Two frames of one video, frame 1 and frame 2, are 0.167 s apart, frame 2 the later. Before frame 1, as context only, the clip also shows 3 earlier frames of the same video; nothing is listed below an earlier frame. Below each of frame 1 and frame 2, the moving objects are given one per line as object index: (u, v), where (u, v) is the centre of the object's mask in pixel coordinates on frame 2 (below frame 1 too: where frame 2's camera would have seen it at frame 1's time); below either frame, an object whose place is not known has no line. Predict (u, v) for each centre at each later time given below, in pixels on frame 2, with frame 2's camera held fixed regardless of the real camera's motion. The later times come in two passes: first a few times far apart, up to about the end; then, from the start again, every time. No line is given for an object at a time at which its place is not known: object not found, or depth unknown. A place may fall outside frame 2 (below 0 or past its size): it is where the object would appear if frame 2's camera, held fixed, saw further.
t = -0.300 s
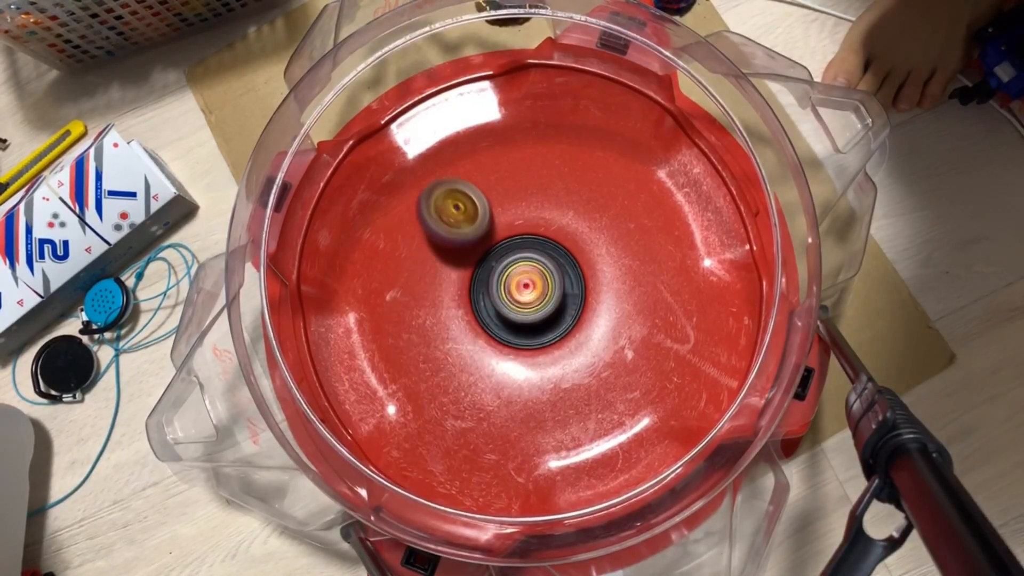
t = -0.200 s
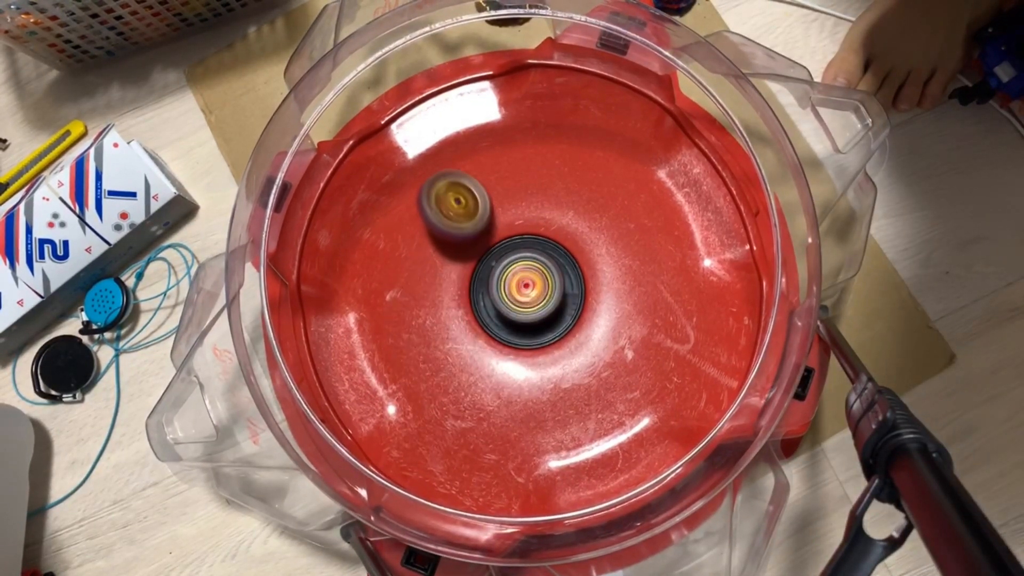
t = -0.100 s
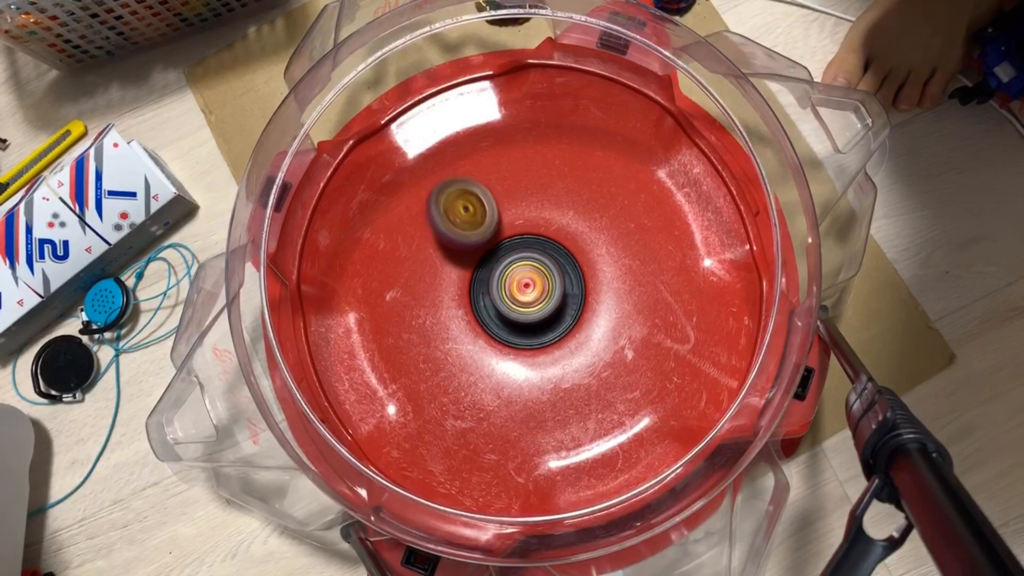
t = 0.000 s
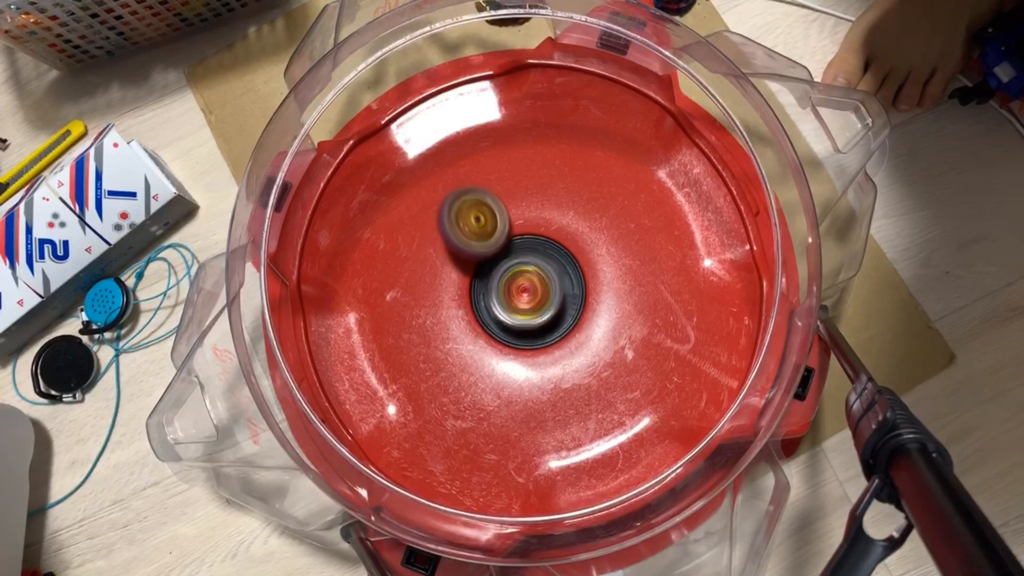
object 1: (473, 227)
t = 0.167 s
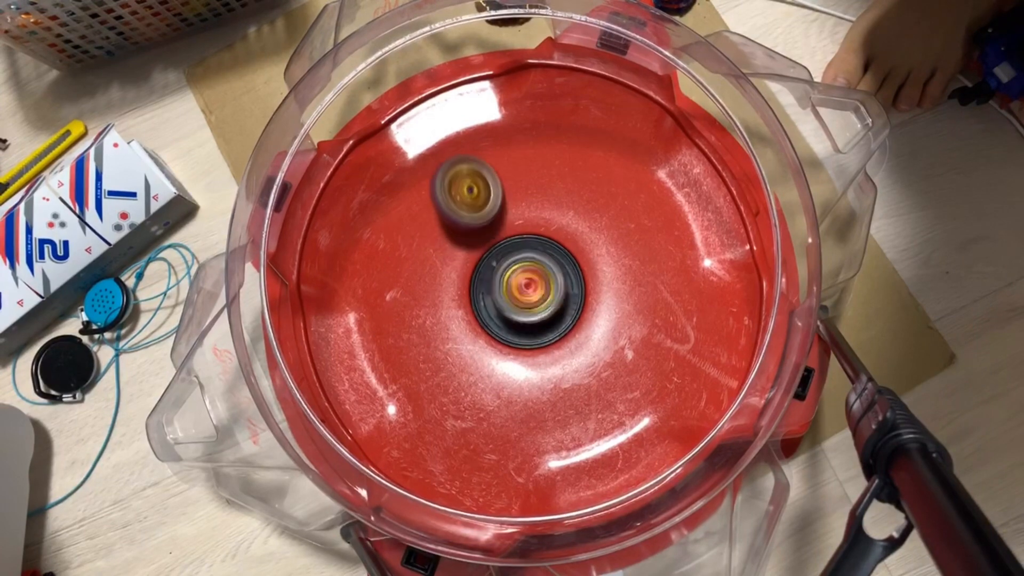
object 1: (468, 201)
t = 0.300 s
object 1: (477, 191)
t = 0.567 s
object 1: (526, 203)
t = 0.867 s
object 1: (576, 124)
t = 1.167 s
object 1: (568, 219)
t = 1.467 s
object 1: (664, 240)
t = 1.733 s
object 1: (667, 260)
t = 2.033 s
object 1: (605, 324)
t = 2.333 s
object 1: (684, 404)
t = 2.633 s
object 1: (653, 349)
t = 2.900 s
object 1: (586, 433)
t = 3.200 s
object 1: (555, 489)
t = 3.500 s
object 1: (550, 471)
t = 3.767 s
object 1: (578, 370)
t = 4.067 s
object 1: (631, 421)
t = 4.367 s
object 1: (595, 332)
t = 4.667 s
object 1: (583, 345)
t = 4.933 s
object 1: (633, 415)
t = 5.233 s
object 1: (574, 357)
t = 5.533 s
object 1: (574, 433)
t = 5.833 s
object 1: (489, 372)
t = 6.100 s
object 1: (441, 351)
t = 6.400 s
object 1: (453, 262)
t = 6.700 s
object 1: (537, 223)
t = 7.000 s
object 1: (638, 187)
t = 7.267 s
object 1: (592, 233)
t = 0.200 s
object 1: (469, 197)
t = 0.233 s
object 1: (471, 194)
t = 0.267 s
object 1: (473, 192)
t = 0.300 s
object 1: (477, 191)
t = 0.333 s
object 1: (481, 192)
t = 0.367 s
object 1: (486, 193)
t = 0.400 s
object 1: (491, 195)
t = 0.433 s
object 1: (497, 197)
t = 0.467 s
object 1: (503, 200)
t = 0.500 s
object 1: (510, 203)
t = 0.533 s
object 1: (517, 208)
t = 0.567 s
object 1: (526, 203)
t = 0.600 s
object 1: (535, 191)
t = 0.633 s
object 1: (543, 178)
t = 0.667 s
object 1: (551, 166)
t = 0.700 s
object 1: (558, 156)
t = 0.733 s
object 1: (564, 146)
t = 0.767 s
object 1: (569, 139)
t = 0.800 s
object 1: (573, 126)
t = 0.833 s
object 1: (576, 123)
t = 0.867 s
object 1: (576, 124)
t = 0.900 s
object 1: (577, 127)
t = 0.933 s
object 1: (576, 133)
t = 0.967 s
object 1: (575, 141)
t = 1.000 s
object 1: (573, 151)
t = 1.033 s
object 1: (571, 164)
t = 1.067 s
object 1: (569, 178)
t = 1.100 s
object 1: (568, 192)
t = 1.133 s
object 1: (567, 207)
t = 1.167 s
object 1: (568, 219)
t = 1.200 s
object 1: (578, 221)
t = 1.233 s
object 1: (589, 224)
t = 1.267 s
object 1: (601, 227)
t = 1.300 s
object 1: (613, 230)
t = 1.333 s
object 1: (626, 231)
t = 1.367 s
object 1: (636, 233)
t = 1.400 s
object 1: (647, 236)
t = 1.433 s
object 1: (656, 238)
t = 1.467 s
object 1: (664, 240)
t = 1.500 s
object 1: (670, 242)
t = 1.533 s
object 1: (675, 244)
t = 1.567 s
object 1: (678, 246)
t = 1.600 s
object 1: (679, 248)
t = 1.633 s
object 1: (679, 250)
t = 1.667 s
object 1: (677, 253)
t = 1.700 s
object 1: (673, 256)
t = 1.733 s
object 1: (667, 260)
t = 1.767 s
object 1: (661, 265)
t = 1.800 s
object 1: (654, 269)
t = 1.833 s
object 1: (645, 275)
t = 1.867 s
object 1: (638, 281)
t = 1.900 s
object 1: (629, 288)
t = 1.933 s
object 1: (621, 295)
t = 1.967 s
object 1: (613, 303)
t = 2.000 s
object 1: (606, 312)
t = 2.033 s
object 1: (605, 324)
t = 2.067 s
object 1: (614, 340)
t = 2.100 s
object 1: (624, 355)
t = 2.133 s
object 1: (635, 368)
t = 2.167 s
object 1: (645, 380)
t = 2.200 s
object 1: (656, 390)
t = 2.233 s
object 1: (666, 399)
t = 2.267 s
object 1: (673, 404)
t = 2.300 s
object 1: (680, 405)
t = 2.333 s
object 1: (684, 404)
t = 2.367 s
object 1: (687, 402)
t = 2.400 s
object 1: (689, 398)
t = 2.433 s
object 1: (689, 393)
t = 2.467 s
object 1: (689, 387)
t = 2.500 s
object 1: (687, 378)
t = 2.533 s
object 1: (682, 369)
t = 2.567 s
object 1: (675, 362)
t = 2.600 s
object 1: (665, 355)
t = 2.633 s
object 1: (653, 349)
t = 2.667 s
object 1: (638, 343)
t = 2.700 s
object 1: (620, 338)
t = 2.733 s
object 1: (599, 337)
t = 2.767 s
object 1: (589, 353)
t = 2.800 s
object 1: (585, 377)
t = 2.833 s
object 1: (583, 396)
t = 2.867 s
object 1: (584, 415)
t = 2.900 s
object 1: (586, 433)
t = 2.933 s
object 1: (589, 450)
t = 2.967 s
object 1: (586, 464)
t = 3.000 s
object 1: (581, 482)
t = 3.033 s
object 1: (572, 503)
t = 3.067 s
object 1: (559, 510)
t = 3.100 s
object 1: (551, 507)
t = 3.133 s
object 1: (547, 501)
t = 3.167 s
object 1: (549, 495)
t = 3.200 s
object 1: (555, 489)
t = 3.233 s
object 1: (560, 485)
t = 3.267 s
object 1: (563, 481)
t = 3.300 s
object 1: (562, 476)
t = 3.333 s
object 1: (556, 474)
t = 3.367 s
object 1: (549, 473)
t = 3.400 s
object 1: (544, 472)
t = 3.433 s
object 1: (543, 473)
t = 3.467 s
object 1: (544, 472)
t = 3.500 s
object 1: (550, 471)
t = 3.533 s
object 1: (553, 469)
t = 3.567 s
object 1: (554, 462)
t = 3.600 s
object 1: (555, 446)
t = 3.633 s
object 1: (560, 426)
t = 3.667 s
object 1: (564, 401)
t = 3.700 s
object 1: (569, 373)
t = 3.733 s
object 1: (568, 353)
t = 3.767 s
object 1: (578, 370)
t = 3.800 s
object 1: (587, 388)
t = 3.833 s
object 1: (595, 404)
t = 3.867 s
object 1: (602, 415)
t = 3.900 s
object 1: (607, 419)
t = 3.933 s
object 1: (612, 422)
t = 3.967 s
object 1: (617, 423)
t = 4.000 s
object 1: (623, 423)
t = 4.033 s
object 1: (627, 422)
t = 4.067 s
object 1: (631, 421)
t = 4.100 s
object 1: (636, 418)
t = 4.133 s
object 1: (640, 418)
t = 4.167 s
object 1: (641, 413)
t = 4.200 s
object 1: (639, 404)
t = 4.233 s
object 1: (635, 390)
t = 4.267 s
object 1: (630, 374)
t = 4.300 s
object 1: (620, 357)
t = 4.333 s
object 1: (605, 339)
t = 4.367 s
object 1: (595, 332)
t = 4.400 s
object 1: (602, 339)
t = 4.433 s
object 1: (604, 344)
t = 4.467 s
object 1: (605, 347)
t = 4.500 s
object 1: (605, 348)
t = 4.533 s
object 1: (603, 348)
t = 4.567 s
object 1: (601, 347)
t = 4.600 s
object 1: (596, 347)
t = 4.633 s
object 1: (590, 345)
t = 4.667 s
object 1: (583, 345)
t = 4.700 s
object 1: (584, 358)
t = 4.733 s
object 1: (592, 378)
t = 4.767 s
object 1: (600, 390)
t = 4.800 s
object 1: (608, 399)
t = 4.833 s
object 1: (616, 407)
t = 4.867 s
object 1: (625, 413)
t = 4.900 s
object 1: (631, 416)
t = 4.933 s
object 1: (633, 415)
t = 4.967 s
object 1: (632, 411)
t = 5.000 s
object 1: (630, 405)
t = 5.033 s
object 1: (627, 398)
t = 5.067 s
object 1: (622, 386)
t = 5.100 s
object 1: (612, 370)
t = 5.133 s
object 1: (599, 357)
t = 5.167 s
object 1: (585, 346)
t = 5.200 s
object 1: (581, 350)
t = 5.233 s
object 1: (574, 357)
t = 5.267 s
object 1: (572, 376)
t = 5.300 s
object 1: (572, 392)
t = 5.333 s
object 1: (573, 403)
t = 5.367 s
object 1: (575, 413)
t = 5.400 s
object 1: (577, 424)
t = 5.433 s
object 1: (577, 432)
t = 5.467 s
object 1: (576, 435)
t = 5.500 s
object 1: (576, 436)
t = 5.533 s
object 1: (574, 433)
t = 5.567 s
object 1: (572, 428)
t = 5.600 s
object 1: (567, 420)
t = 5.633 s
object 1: (562, 412)
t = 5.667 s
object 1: (556, 398)
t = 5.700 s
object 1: (551, 386)
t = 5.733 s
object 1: (541, 372)
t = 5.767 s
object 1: (529, 367)
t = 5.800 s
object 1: (511, 366)
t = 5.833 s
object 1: (489, 372)
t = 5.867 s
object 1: (472, 375)
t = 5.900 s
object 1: (457, 375)
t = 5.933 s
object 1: (449, 372)
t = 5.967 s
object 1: (443, 370)
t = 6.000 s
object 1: (441, 366)
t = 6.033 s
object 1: (440, 362)
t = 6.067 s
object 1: (441, 357)
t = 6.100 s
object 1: (441, 351)
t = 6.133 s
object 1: (443, 345)
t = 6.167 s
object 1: (445, 338)
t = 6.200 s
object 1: (448, 331)
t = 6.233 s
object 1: (453, 323)
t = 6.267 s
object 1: (456, 313)
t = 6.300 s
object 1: (450, 299)
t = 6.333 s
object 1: (448, 287)
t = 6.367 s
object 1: (448, 274)
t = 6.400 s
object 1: (453, 262)
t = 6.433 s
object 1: (458, 252)
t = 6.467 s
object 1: (466, 240)
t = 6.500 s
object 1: (475, 232)
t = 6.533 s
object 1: (486, 227)
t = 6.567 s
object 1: (496, 223)
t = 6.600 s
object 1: (507, 219)
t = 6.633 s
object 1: (517, 219)
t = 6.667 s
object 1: (528, 220)
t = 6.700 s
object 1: (537, 223)
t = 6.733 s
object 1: (552, 223)
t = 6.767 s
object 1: (574, 213)
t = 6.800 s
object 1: (597, 208)
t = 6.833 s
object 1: (614, 202)
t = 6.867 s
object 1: (627, 198)
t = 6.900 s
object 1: (635, 189)
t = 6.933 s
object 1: (637, 186)
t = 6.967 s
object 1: (638, 185)
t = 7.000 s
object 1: (638, 187)
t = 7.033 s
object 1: (634, 195)
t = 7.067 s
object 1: (628, 200)
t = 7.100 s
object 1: (621, 205)
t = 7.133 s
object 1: (614, 211)
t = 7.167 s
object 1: (607, 217)
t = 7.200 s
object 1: (601, 222)
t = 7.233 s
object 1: (596, 228)
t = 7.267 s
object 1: (592, 233)
